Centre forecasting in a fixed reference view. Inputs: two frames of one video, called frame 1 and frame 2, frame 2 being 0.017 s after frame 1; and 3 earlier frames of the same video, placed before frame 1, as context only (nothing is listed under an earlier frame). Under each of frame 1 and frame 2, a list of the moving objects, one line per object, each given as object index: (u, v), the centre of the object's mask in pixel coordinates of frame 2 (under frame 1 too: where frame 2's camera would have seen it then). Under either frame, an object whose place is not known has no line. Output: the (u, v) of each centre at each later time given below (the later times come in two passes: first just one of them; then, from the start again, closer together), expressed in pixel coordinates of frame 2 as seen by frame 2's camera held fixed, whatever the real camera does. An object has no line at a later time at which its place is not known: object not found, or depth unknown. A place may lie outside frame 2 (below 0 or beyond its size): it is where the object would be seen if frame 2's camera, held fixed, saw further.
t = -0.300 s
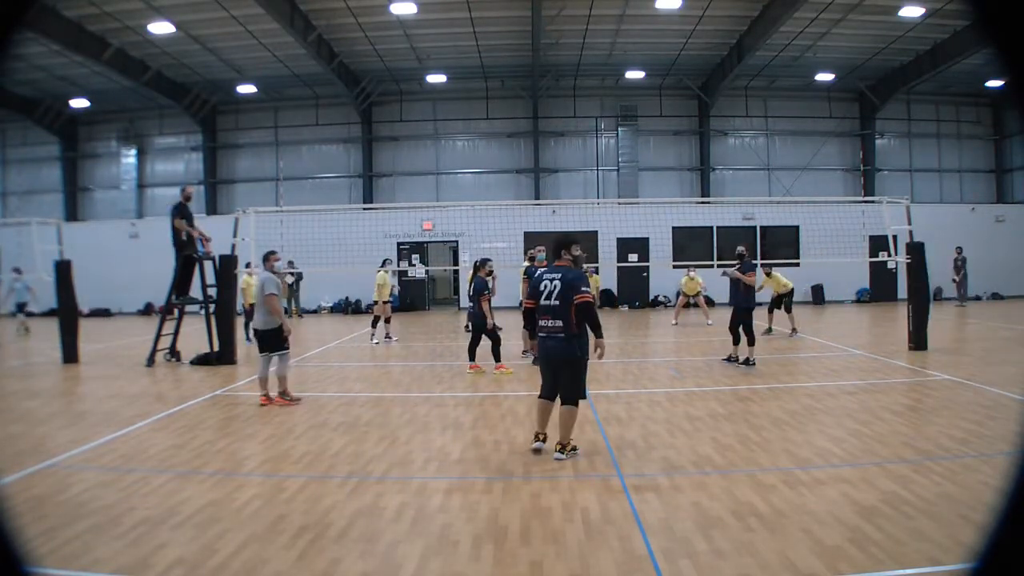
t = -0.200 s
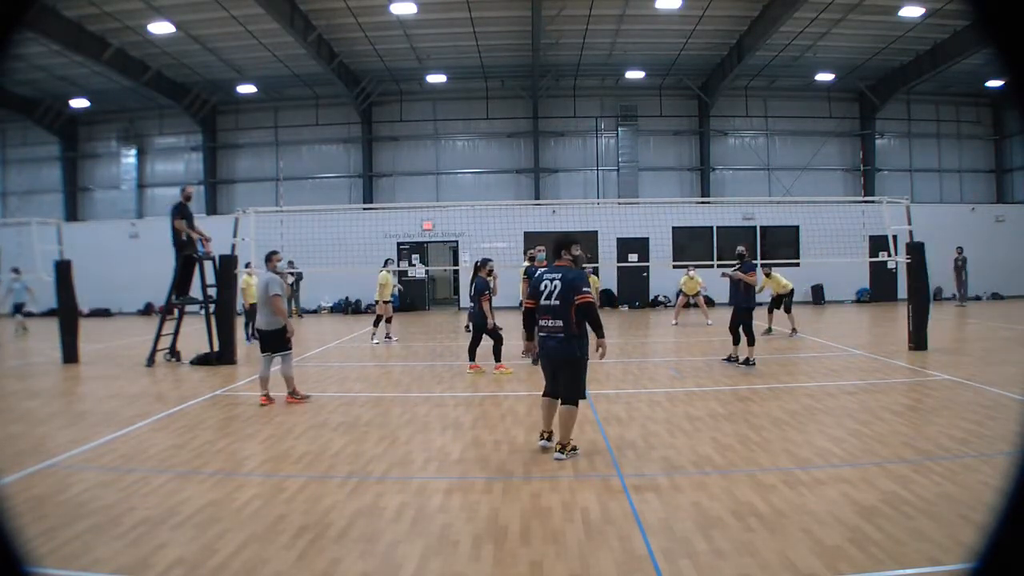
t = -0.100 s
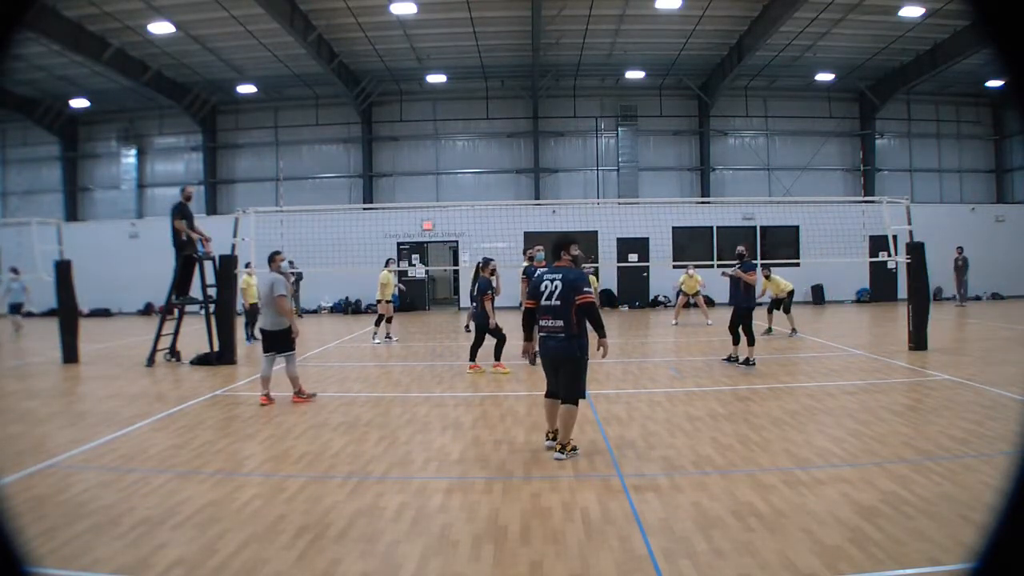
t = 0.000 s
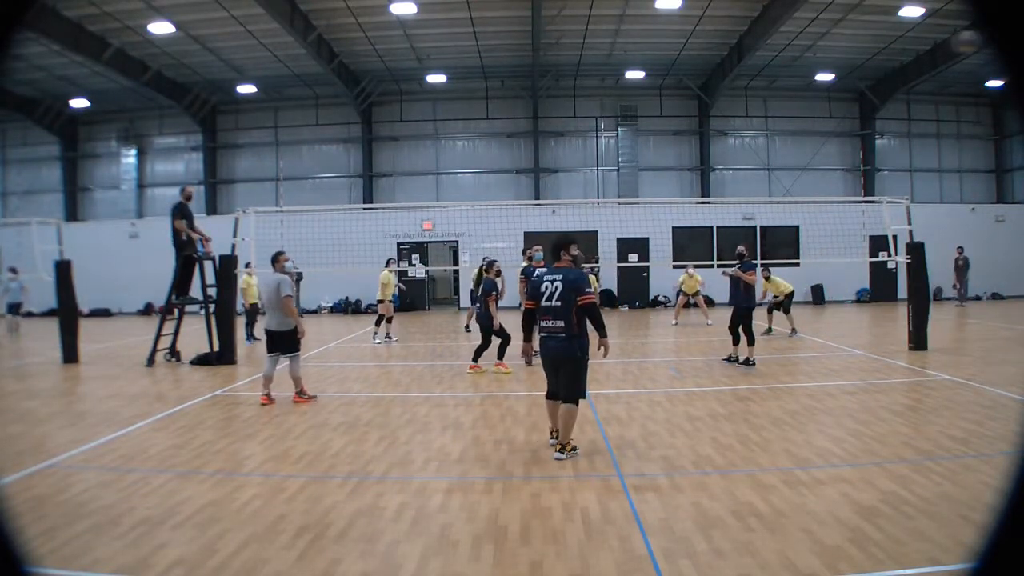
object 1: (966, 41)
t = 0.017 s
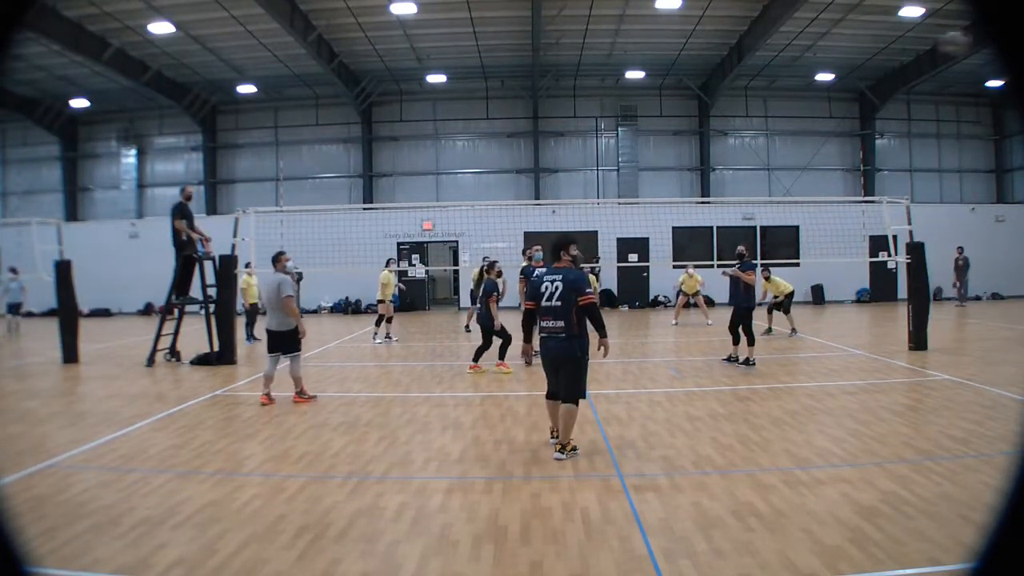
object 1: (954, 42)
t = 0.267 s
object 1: (815, 71)
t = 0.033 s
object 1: (943, 43)
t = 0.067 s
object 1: (919, 45)
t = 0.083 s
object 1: (907, 46)
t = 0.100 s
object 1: (896, 46)
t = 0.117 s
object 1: (885, 48)
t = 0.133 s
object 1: (876, 49)
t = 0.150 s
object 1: (867, 52)
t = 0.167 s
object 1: (858, 56)
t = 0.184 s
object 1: (851, 58)
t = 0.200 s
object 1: (844, 61)
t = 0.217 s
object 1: (836, 63)
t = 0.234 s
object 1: (830, 65)
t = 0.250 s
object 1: (822, 67)
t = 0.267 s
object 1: (815, 71)
